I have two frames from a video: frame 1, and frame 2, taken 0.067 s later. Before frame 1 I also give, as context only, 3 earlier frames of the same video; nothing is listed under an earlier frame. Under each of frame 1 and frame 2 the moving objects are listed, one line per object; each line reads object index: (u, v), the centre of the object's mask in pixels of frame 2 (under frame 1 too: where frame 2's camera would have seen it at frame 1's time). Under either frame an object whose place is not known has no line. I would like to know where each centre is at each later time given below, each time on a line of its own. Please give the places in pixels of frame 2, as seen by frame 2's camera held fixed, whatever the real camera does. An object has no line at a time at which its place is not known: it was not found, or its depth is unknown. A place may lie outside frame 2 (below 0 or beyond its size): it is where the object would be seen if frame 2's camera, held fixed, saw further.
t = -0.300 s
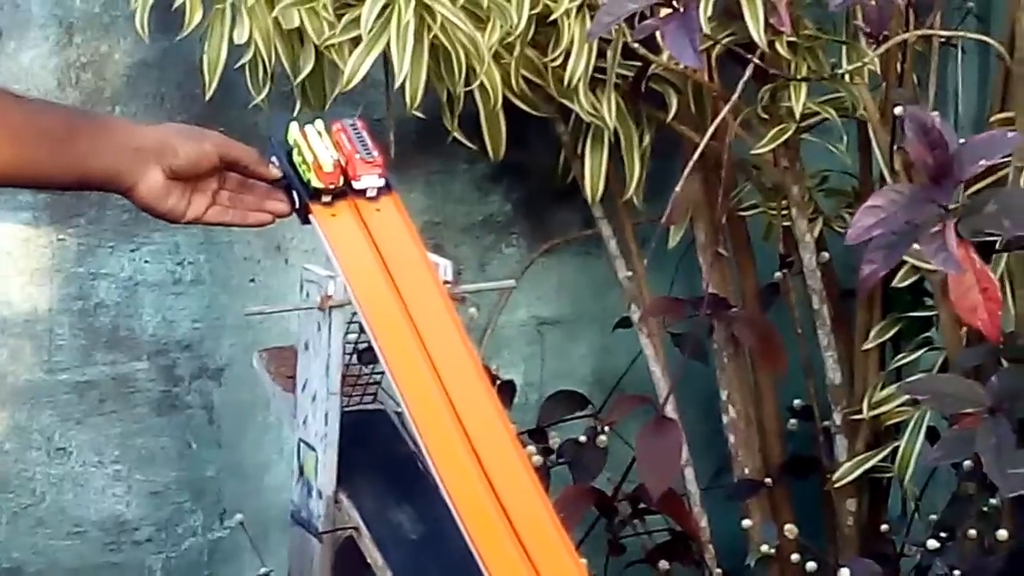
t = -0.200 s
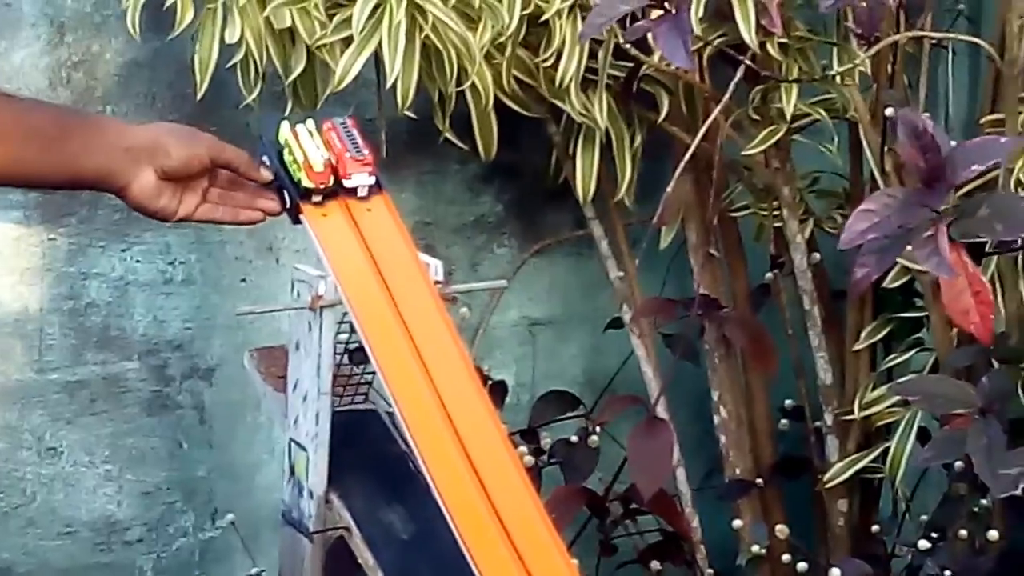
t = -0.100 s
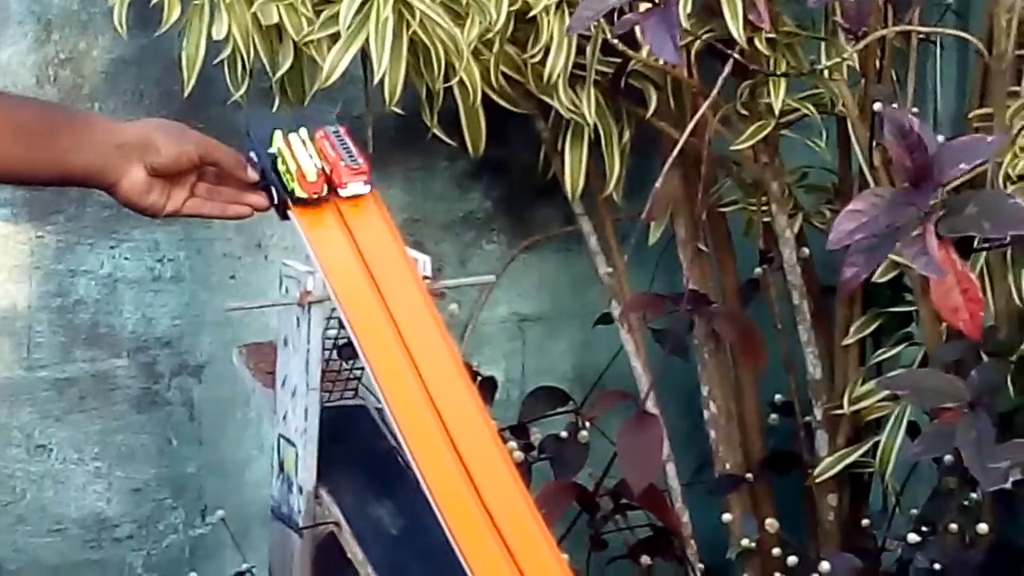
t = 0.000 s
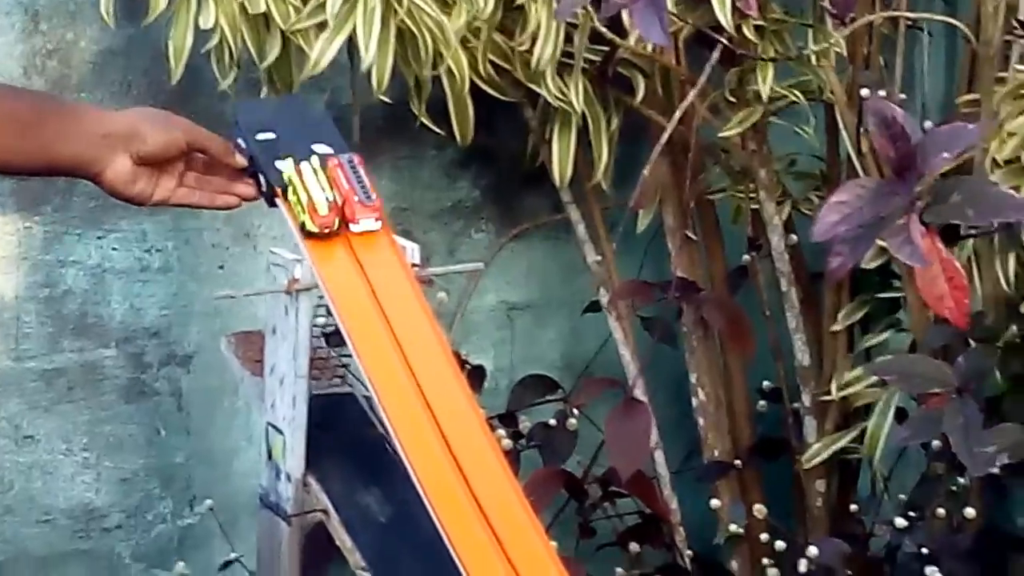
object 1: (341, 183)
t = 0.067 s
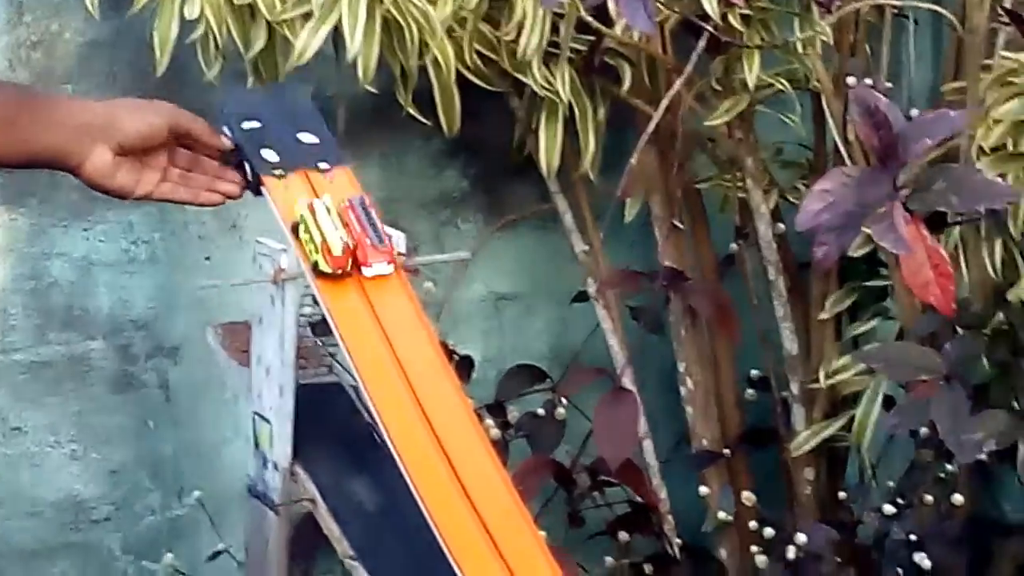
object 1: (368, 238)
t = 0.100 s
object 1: (385, 272)
